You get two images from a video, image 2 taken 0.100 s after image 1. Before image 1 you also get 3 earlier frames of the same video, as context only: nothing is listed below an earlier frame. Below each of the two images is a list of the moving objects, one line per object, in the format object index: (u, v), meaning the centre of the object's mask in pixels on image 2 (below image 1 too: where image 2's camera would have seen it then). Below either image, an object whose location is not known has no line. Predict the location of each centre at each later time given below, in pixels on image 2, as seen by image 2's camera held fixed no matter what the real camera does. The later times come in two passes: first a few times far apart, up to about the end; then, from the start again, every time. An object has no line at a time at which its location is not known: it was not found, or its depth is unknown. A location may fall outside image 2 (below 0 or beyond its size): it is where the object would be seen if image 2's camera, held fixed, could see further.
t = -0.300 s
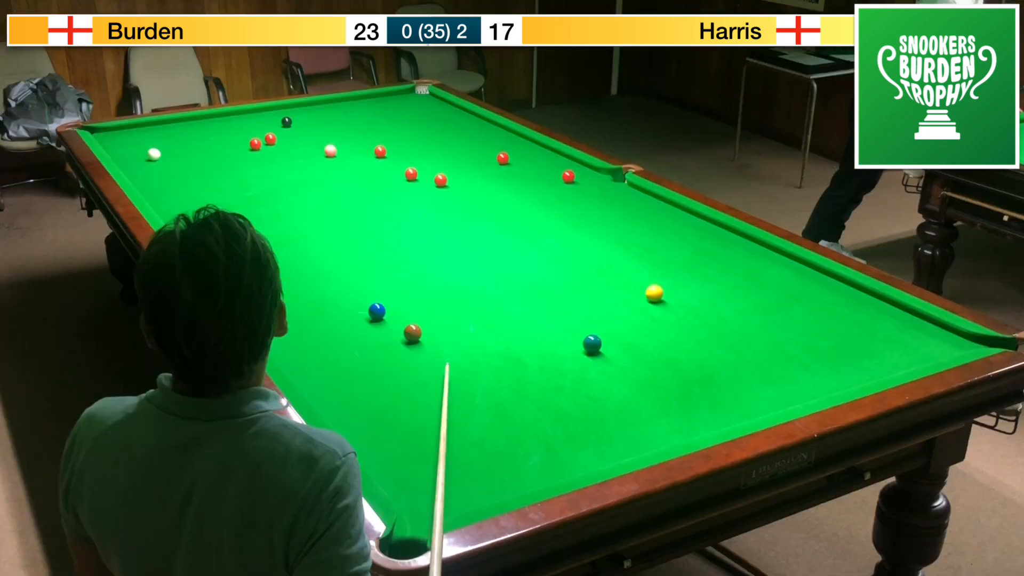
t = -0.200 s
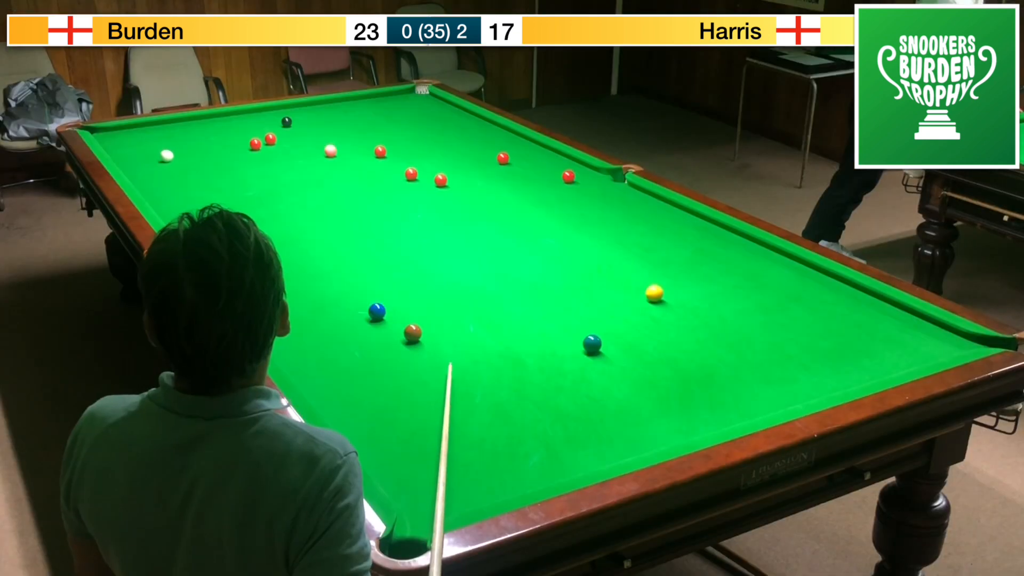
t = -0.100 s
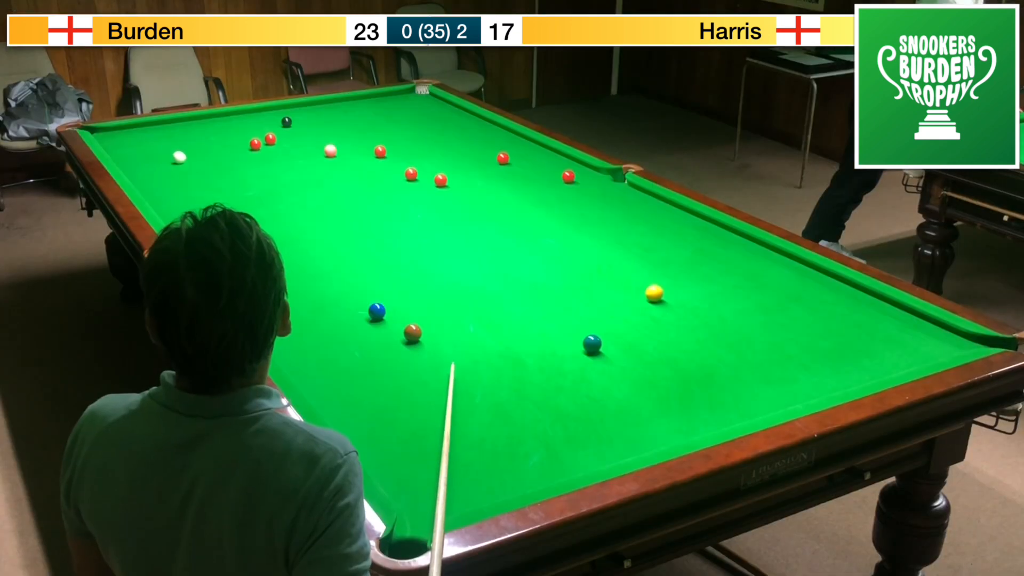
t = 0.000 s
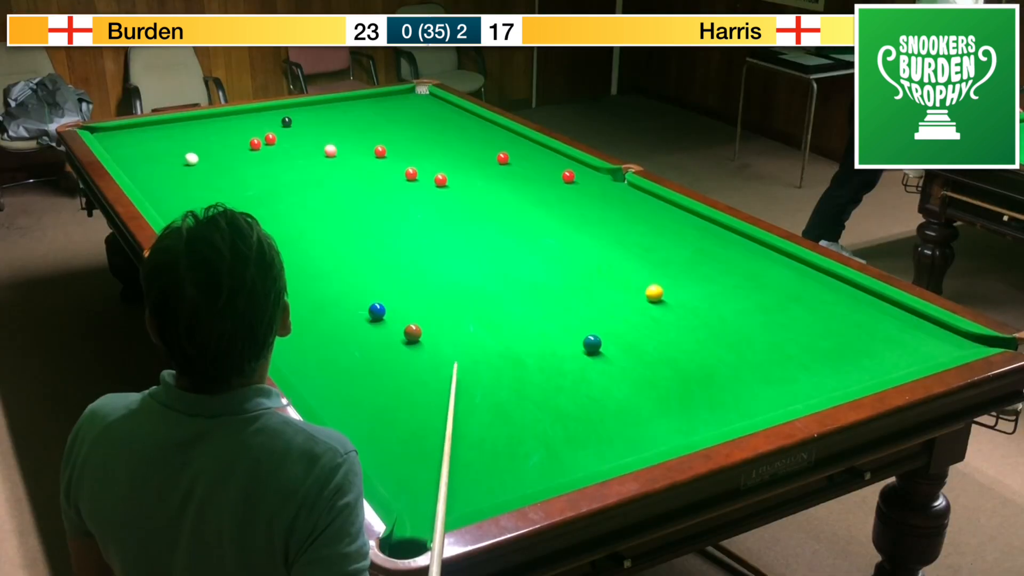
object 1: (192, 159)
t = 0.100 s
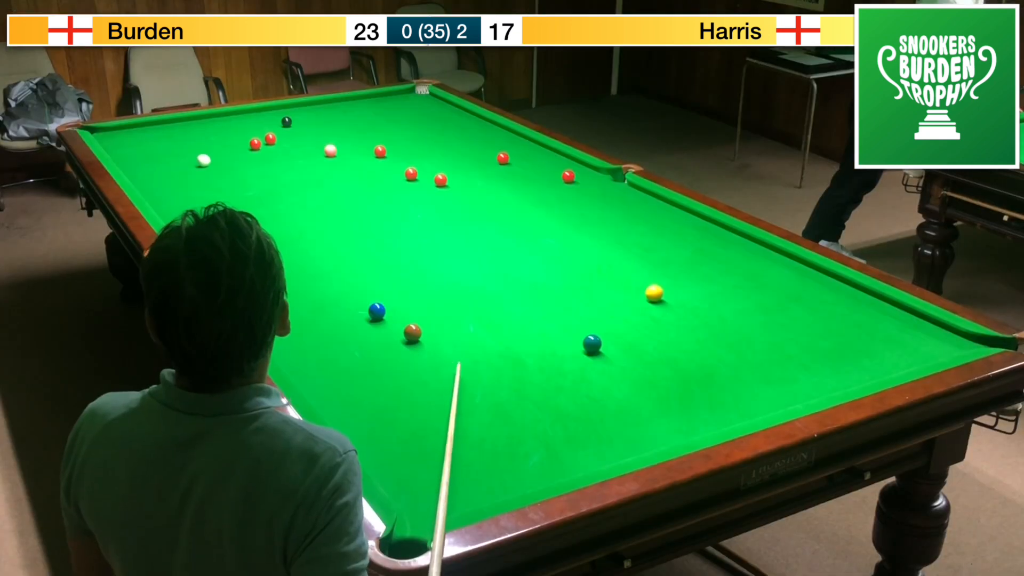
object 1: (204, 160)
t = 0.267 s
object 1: (224, 163)
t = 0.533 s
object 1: (254, 167)
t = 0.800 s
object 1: (284, 171)
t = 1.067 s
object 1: (312, 175)
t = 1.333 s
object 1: (339, 178)
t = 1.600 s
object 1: (364, 182)
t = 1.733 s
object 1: (376, 183)
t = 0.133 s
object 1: (208, 160)
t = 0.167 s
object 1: (212, 161)
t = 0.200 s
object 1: (216, 161)
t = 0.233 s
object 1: (220, 162)
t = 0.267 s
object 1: (224, 163)
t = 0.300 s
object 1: (228, 163)
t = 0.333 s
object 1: (232, 164)
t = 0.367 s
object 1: (236, 164)
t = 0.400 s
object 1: (240, 165)
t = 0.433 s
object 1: (243, 165)
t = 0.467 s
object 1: (247, 166)
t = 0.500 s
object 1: (251, 166)
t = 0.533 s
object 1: (254, 167)
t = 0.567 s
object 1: (258, 167)
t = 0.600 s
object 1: (262, 168)
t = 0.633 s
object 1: (266, 168)
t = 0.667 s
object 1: (269, 169)
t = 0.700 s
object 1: (273, 169)
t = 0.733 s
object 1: (277, 170)
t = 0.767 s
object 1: (280, 170)
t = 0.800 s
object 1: (284, 171)
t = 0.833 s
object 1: (288, 171)
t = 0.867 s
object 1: (291, 172)
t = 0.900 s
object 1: (295, 172)
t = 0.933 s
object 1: (298, 173)
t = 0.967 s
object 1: (302, 173)
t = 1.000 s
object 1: (305, 174)
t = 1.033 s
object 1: (309, 174)
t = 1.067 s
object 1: (312, 175)
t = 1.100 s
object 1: (316, 175)
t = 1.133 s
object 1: (319, 176)
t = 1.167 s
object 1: (322, 176)
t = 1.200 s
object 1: (326, 176)
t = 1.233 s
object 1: (329, 177)
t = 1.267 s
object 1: (332, 177)
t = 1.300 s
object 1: (335, 178)
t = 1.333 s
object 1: (339, 178)
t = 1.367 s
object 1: (342, 178)
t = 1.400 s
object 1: (345, 179)
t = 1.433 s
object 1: (348, 179)
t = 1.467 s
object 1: (352, 180)
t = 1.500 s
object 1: (355, 180)
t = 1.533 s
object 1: (358, 181)
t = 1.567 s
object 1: (361, 181)
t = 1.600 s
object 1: (364, 182)
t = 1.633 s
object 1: (367, 182)
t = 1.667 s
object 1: (370, 183)
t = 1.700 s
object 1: (373, 183)
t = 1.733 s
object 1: (376, 183)
